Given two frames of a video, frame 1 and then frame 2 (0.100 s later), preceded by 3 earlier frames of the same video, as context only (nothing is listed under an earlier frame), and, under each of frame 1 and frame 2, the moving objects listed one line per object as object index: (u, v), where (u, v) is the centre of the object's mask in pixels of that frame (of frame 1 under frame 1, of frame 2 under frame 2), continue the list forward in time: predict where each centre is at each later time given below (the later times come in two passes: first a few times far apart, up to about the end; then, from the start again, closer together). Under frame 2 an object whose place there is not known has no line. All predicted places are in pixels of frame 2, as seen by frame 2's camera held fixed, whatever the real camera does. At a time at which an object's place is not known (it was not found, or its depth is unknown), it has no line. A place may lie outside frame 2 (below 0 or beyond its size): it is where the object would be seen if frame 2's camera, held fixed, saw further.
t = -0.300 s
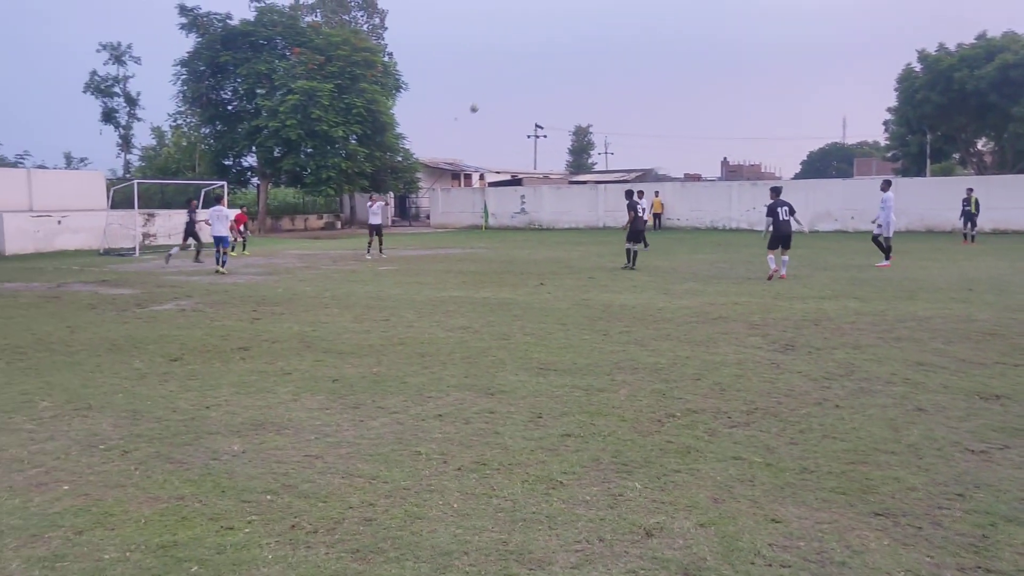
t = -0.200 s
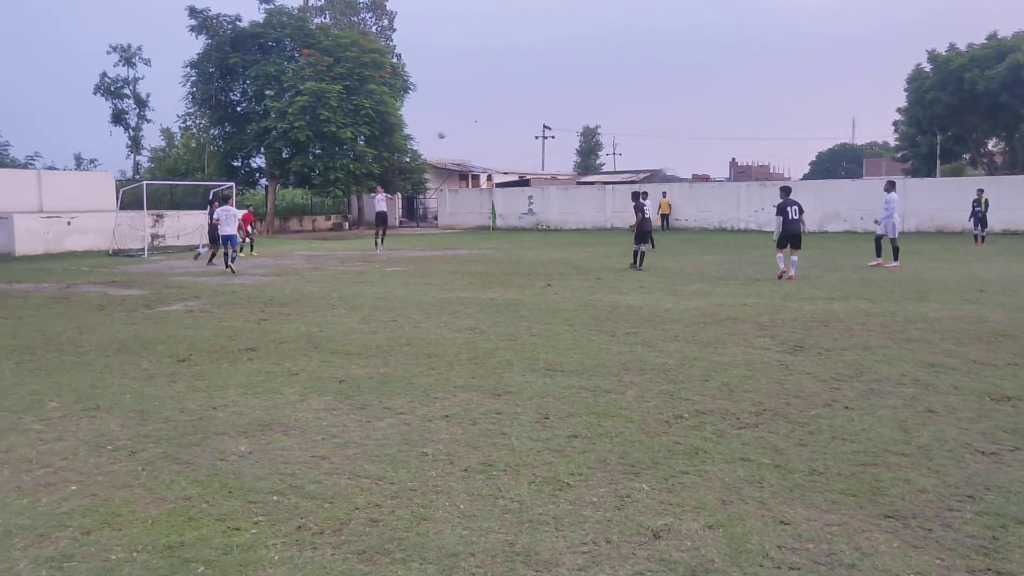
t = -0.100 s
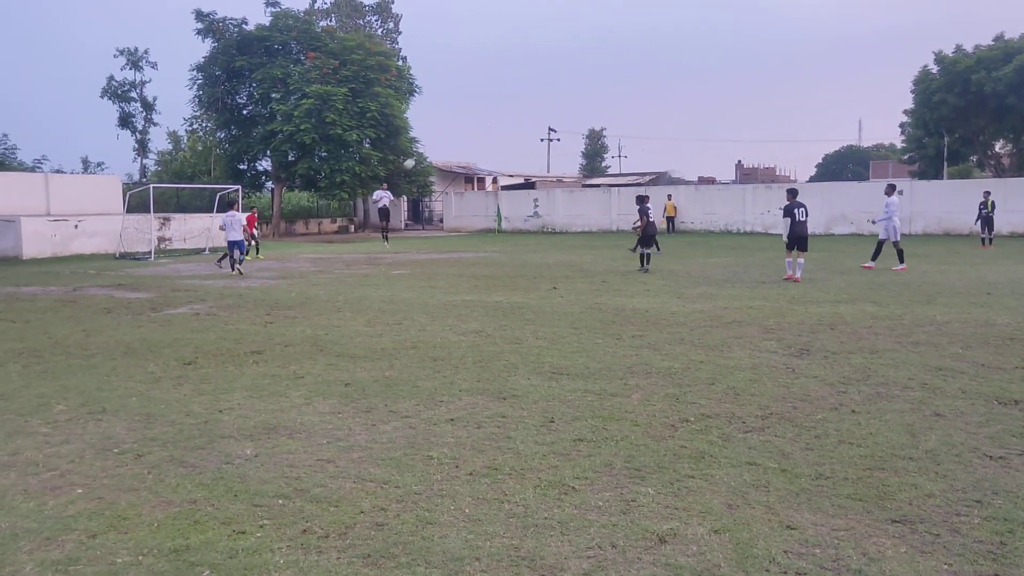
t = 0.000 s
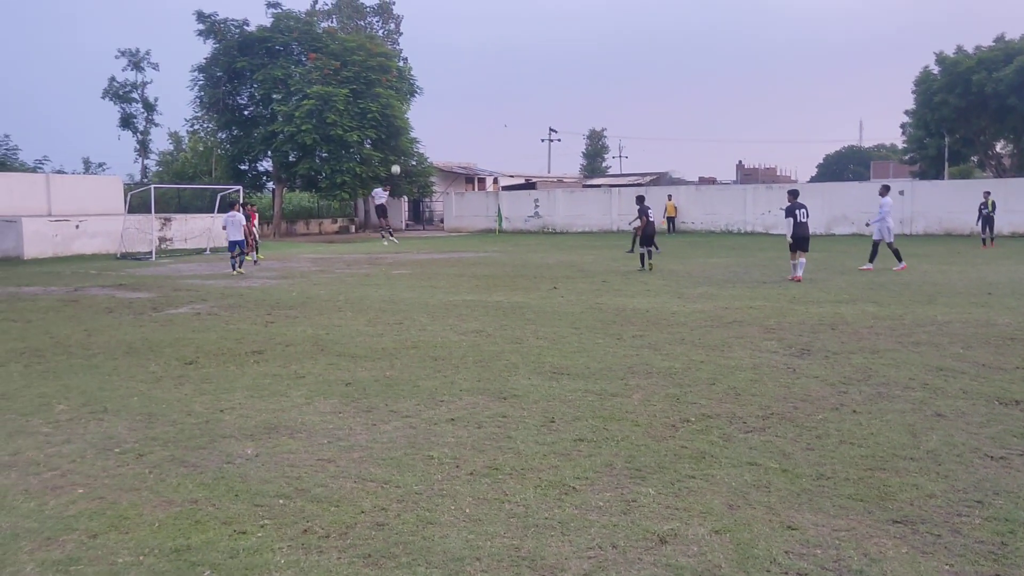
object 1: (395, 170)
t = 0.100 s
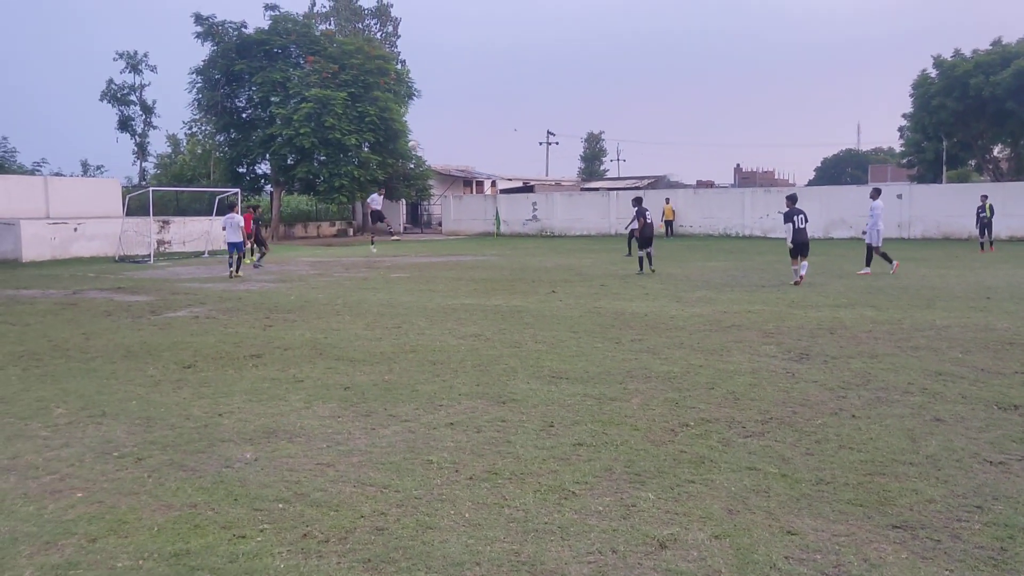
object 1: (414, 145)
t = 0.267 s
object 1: (447, 106)
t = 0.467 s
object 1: (493, 68)
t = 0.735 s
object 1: (565, 41)
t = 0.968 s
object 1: (640, 43)
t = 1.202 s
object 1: (730, 79)
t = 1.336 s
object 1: (789, 119)
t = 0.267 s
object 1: (447, 106)
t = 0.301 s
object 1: (454, 98)
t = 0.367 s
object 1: (469, 85)
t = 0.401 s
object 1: (477, 79)
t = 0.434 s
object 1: (485, 73)
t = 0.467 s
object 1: (493, 68)
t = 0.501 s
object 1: (502, 63)
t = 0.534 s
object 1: (510, 59)
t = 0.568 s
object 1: (519, 54)
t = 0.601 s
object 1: (528, 50)
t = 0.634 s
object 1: (537, 47)
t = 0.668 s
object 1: (546, 44)
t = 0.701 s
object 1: (556, 42)
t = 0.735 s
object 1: (565, 41)
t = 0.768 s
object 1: (576, 39)
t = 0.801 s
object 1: (585, 38)
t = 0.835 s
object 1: (596, 38)
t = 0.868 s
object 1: (607, 38)
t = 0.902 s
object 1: (617, 39)
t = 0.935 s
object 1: (629, 41)
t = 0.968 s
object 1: (640, 43)
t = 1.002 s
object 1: (651, 46)
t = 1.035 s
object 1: (663, 50)
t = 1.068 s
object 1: (676, 54)
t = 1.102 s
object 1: (689, 60)
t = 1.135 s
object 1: (703, 65)
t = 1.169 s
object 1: (716, 72)
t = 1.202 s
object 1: (730, 79)
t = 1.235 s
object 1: (744, 88)
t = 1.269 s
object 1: (759, 97)
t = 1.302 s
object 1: (774, 107)
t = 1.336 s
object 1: (789, 119)
